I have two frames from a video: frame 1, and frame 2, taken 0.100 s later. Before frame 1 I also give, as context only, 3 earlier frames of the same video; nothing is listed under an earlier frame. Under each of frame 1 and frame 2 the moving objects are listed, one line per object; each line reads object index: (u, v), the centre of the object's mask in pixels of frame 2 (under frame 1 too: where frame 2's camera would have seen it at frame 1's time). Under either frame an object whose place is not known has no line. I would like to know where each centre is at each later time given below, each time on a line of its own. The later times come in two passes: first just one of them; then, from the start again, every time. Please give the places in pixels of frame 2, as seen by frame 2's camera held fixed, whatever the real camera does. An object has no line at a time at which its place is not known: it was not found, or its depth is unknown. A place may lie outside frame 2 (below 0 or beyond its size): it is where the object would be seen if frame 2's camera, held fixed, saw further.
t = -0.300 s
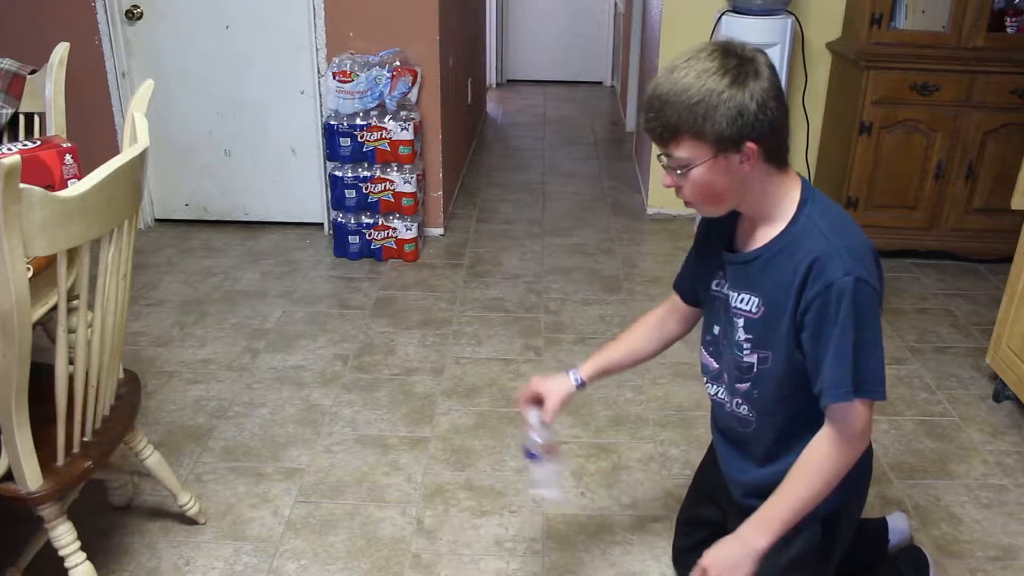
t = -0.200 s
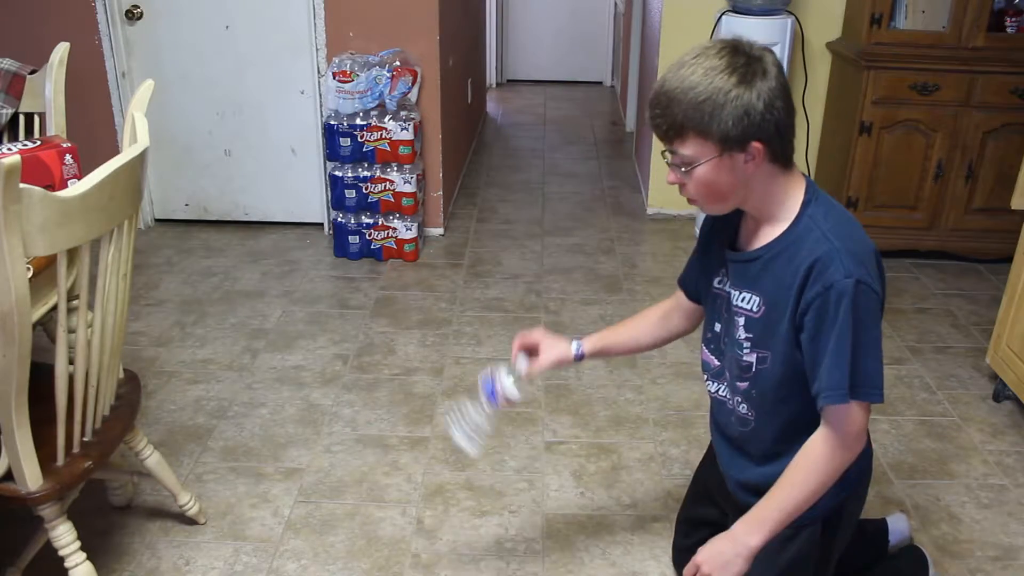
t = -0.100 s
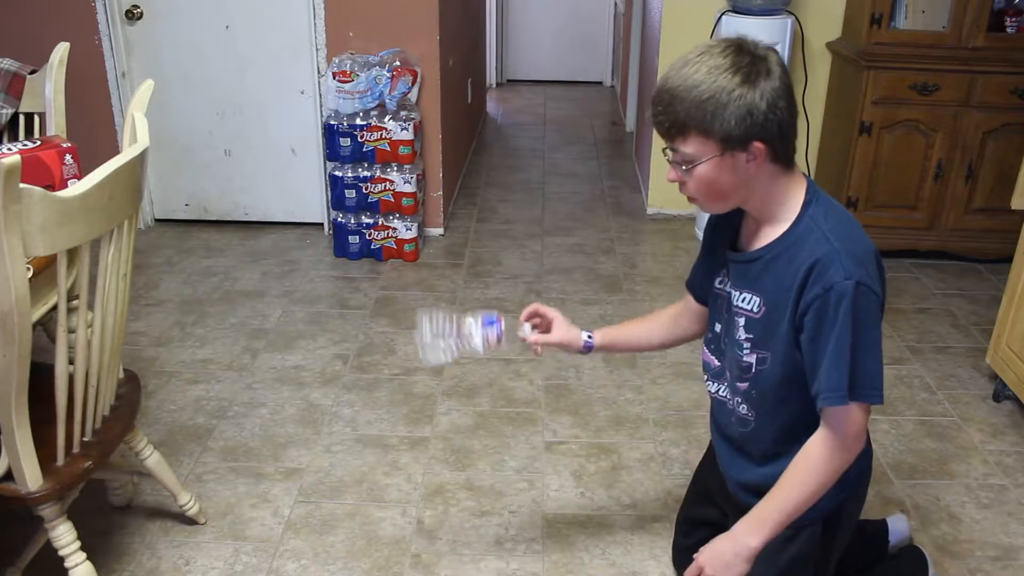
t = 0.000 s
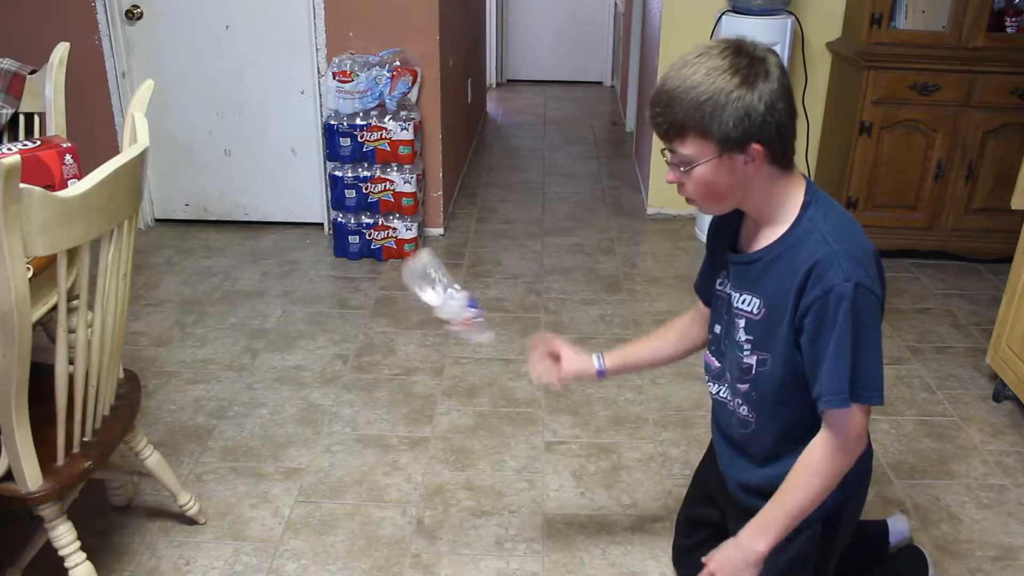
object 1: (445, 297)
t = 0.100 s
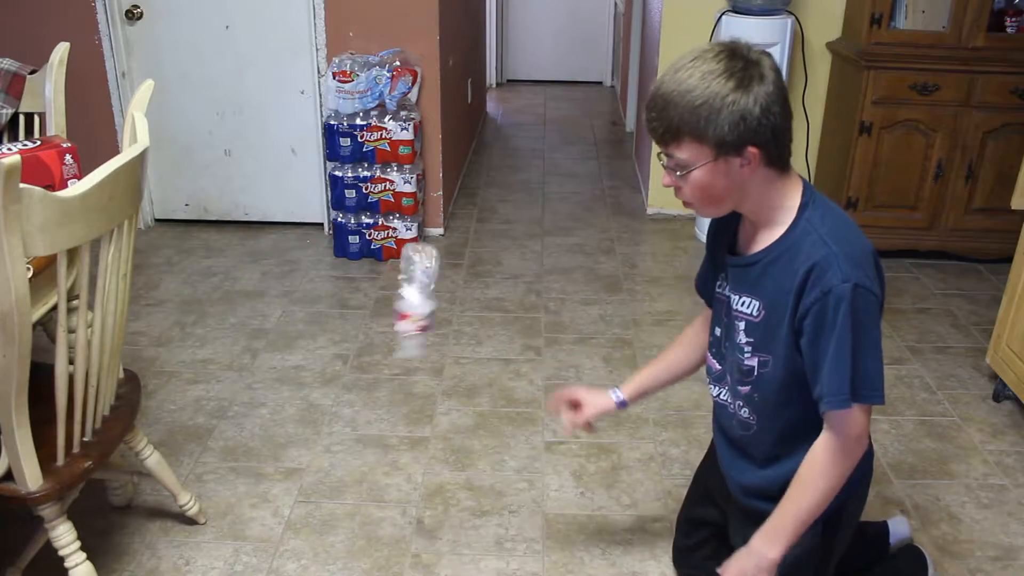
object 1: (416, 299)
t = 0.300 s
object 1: (384, 412)
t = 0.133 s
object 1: (406, 304)
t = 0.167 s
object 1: (399, 316)
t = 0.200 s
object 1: (393, 332)
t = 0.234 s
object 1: (388, 355)
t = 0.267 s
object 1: (384, 382)
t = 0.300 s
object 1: (384, 412)
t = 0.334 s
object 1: (380, 446)
